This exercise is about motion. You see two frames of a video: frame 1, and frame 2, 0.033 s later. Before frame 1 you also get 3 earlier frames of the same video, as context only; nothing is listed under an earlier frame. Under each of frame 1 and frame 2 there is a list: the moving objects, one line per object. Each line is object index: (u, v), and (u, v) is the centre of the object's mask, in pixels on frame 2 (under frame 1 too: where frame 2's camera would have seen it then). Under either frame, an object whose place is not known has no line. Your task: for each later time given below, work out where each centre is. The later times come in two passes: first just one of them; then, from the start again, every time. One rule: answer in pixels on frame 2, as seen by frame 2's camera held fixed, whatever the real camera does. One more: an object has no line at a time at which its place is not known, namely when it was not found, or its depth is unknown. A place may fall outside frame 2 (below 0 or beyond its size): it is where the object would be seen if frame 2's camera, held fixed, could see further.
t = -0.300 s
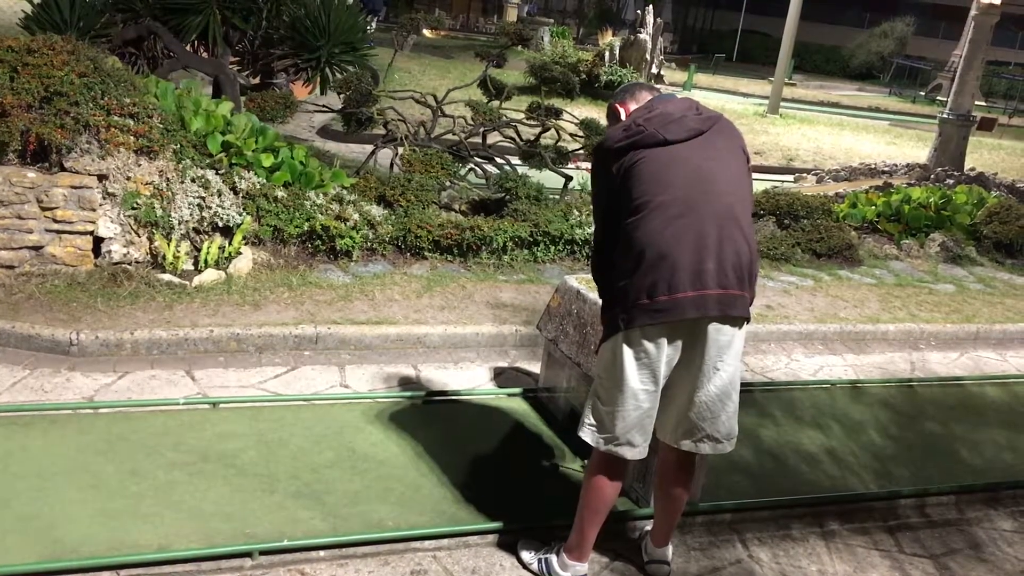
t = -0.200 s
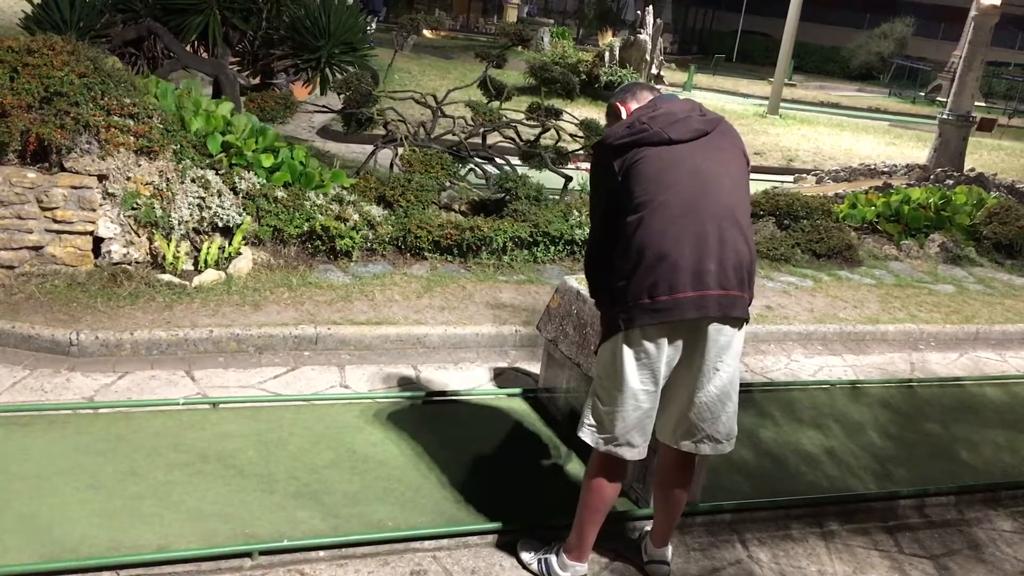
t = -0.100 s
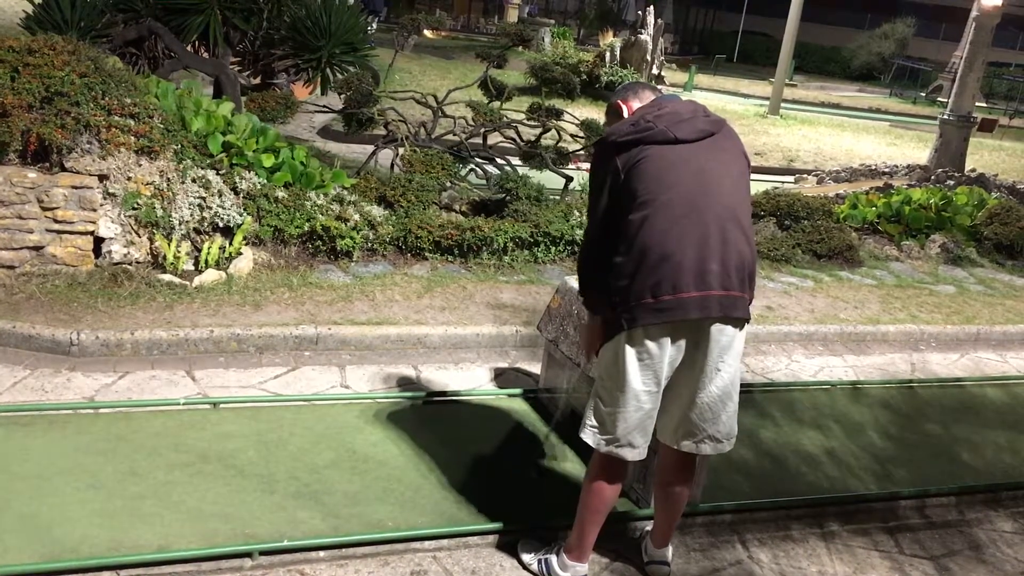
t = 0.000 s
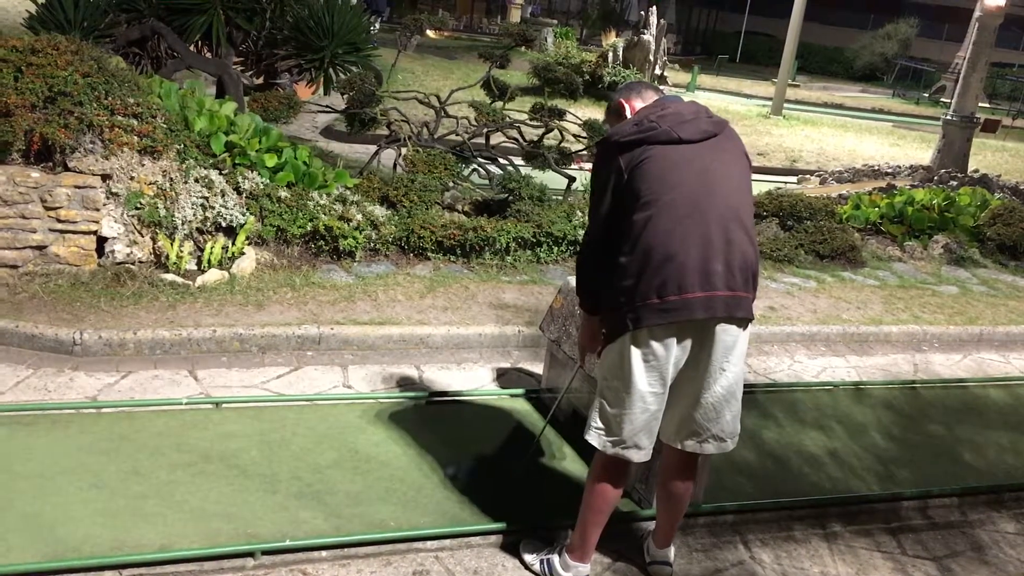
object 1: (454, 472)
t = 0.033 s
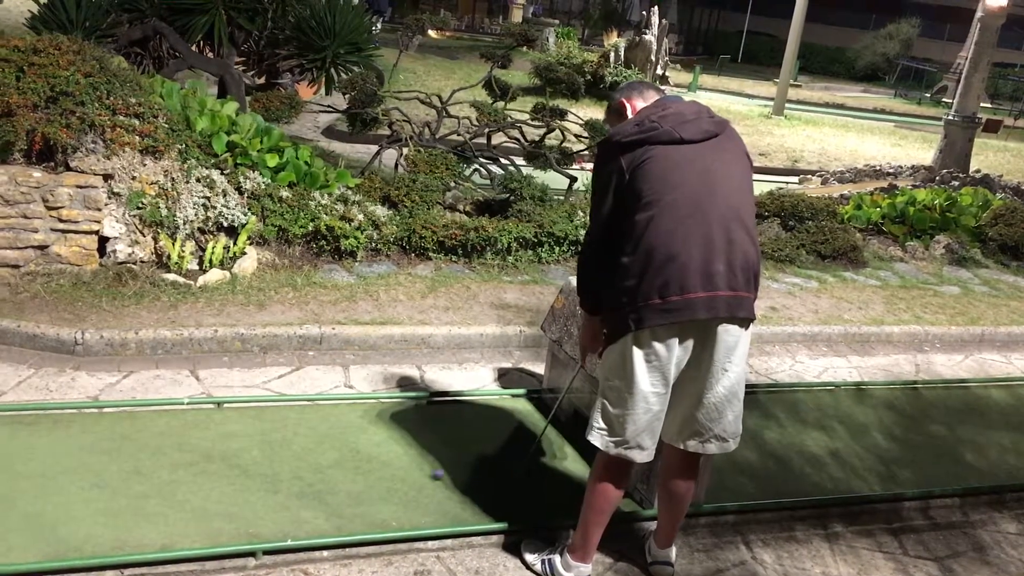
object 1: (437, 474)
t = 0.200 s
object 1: (361, 478)
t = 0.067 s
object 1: (423, 475)
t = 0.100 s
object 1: (408, 476)
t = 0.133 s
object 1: (393, 476)
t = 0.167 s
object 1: (377, 477)
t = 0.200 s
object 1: (361, 478)
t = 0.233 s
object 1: (346, 478)
